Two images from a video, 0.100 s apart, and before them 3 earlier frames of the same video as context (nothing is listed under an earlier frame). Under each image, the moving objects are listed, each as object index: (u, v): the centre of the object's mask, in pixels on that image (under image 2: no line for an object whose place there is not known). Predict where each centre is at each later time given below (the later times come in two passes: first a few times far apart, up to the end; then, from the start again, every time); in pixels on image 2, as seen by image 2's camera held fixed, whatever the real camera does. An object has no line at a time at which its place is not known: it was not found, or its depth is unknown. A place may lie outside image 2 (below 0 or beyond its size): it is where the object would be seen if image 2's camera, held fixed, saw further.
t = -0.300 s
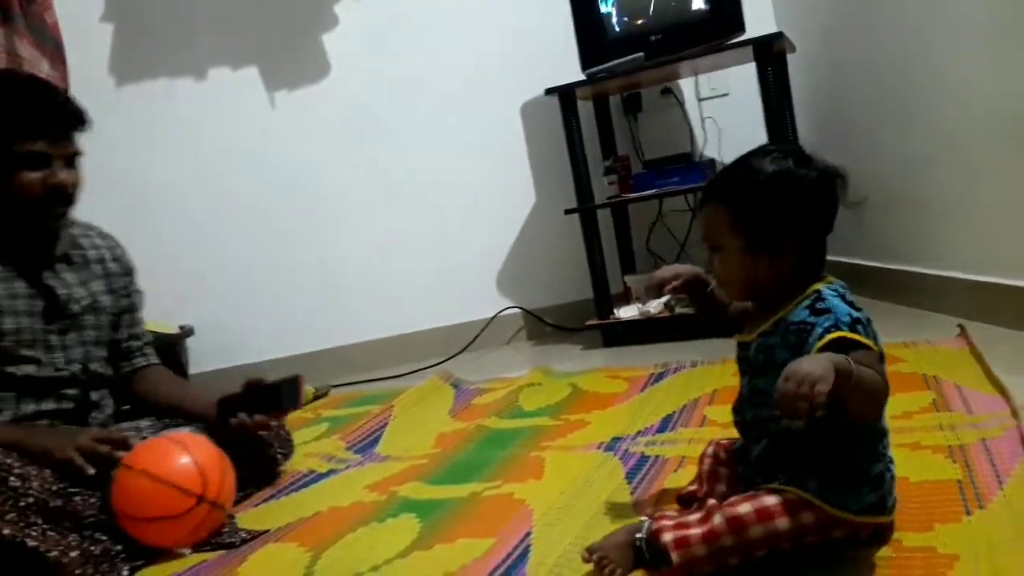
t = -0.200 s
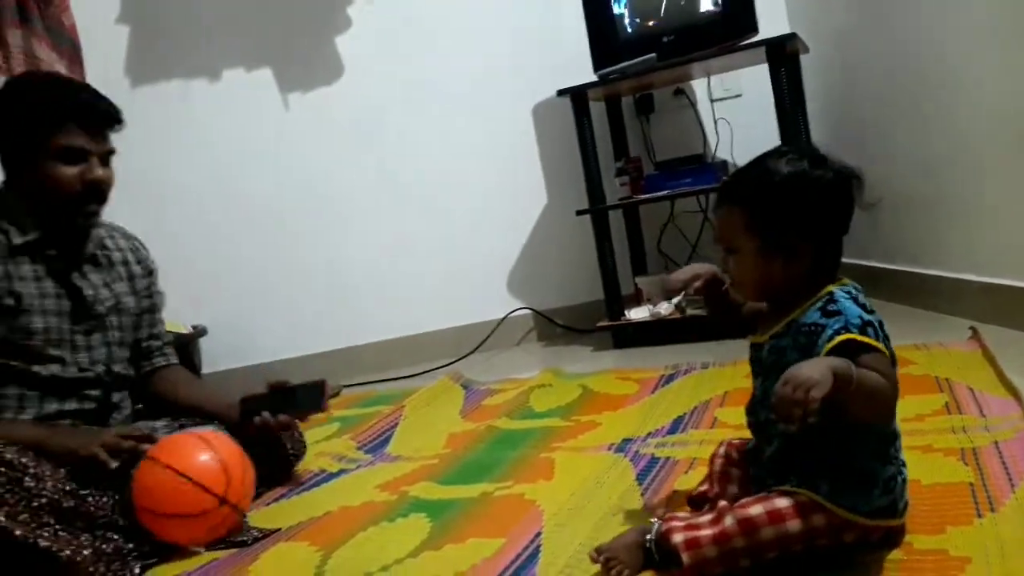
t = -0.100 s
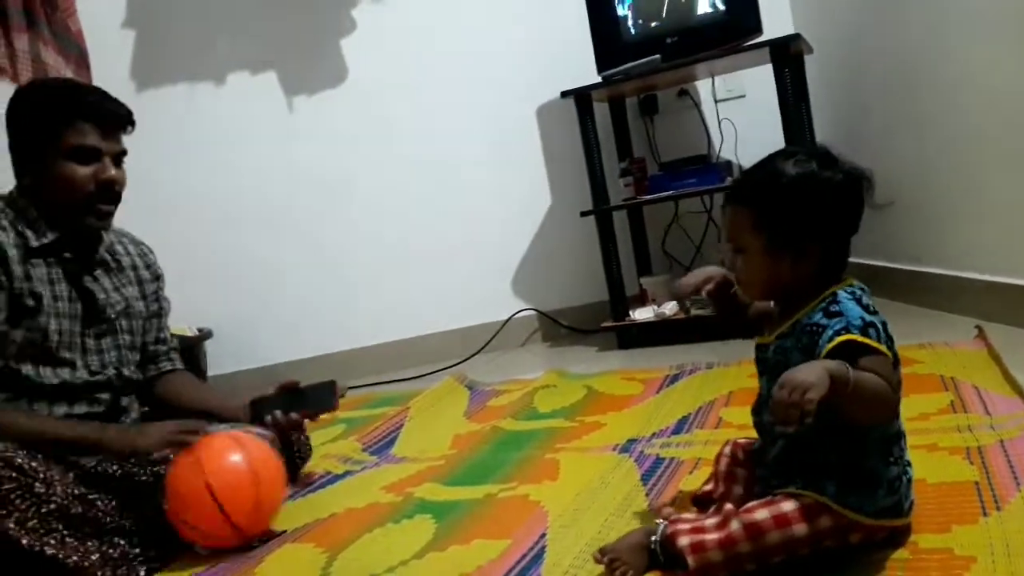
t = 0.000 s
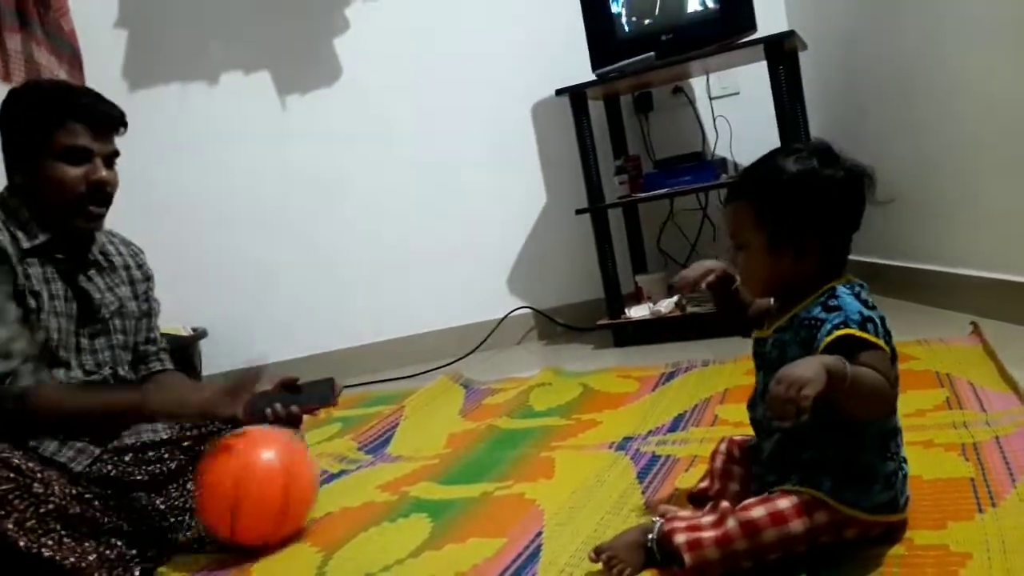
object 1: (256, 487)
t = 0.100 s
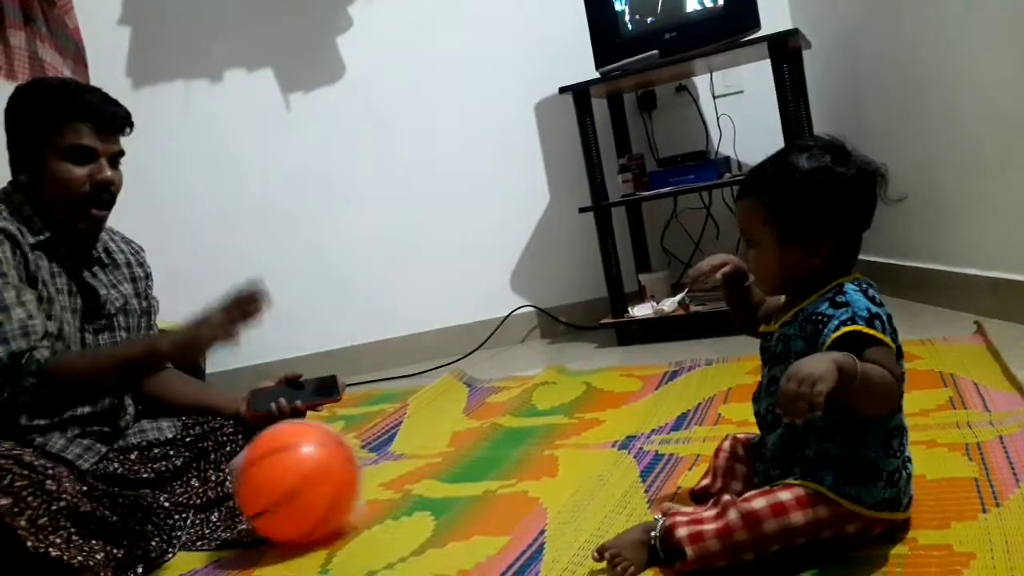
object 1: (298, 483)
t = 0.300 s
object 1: (370, 479)
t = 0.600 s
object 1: (472, 472)
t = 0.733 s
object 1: (519, 467)
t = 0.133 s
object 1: (309, 482)
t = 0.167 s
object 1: (322, 480)
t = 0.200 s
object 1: (335, 479)
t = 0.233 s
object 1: (346, 477)
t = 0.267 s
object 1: (358, 476)
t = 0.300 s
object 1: (370, 479)
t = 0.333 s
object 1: (381, 478)
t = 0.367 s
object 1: (393, 477)
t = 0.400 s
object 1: (404, 476)
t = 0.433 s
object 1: (415, 476)
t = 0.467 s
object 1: (426, 476)
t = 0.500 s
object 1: (438, 476)
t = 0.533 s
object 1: (449, 474)
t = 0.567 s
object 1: (461, 473)
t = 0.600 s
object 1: (472, 472)
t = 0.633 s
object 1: (484, 472)
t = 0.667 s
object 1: (495, 470)
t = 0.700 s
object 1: (507, 469)
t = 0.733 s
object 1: (519, 467)
